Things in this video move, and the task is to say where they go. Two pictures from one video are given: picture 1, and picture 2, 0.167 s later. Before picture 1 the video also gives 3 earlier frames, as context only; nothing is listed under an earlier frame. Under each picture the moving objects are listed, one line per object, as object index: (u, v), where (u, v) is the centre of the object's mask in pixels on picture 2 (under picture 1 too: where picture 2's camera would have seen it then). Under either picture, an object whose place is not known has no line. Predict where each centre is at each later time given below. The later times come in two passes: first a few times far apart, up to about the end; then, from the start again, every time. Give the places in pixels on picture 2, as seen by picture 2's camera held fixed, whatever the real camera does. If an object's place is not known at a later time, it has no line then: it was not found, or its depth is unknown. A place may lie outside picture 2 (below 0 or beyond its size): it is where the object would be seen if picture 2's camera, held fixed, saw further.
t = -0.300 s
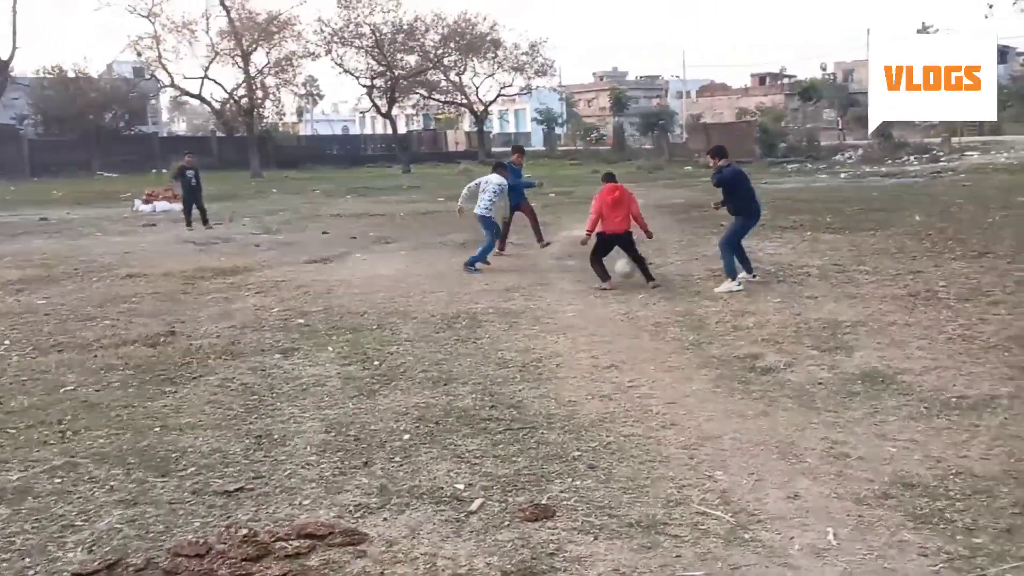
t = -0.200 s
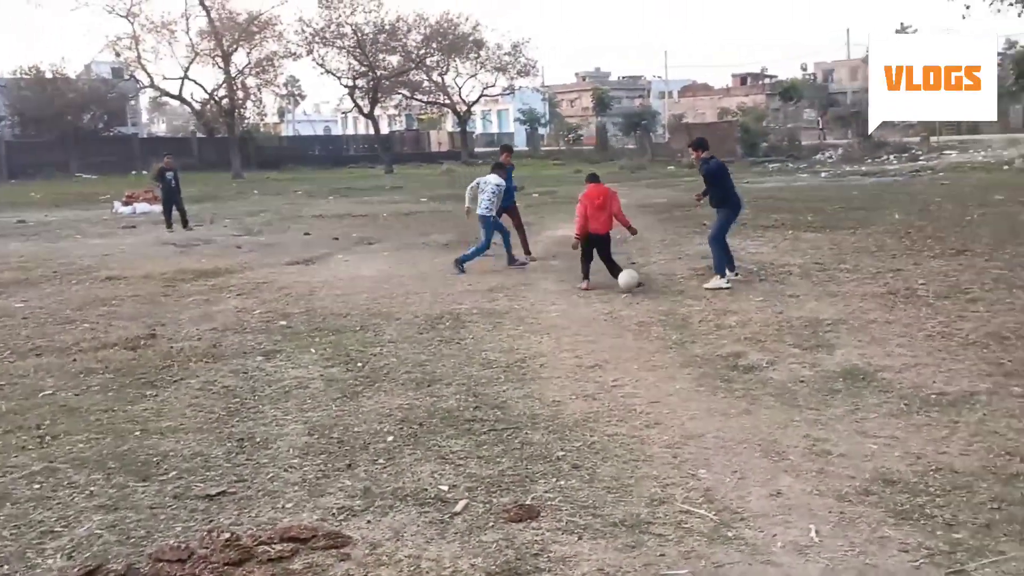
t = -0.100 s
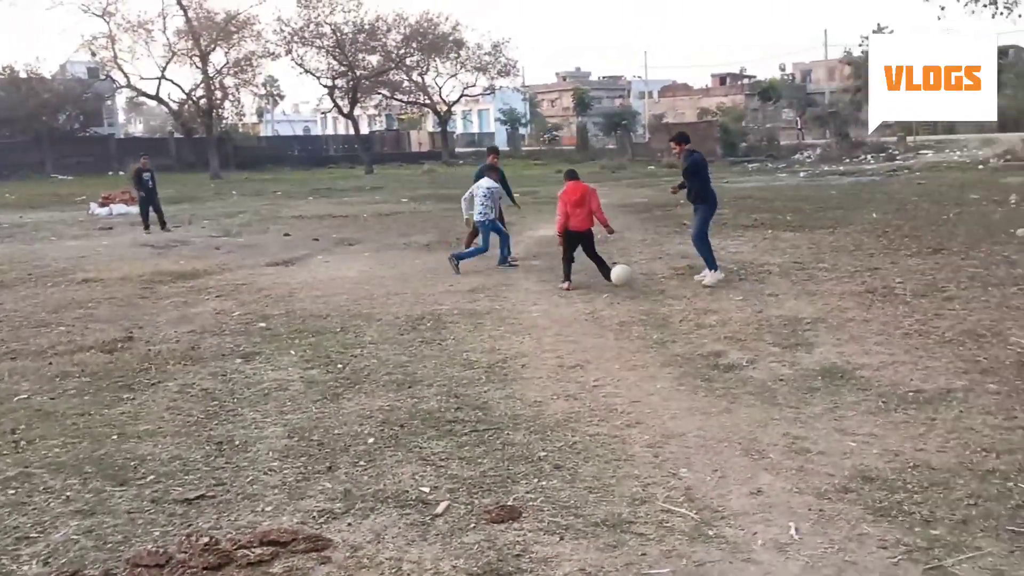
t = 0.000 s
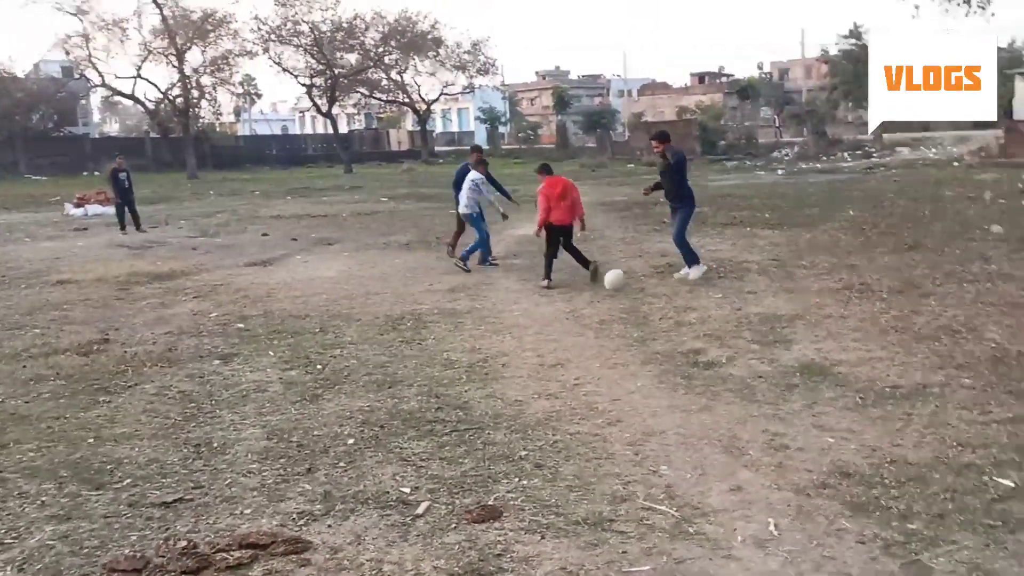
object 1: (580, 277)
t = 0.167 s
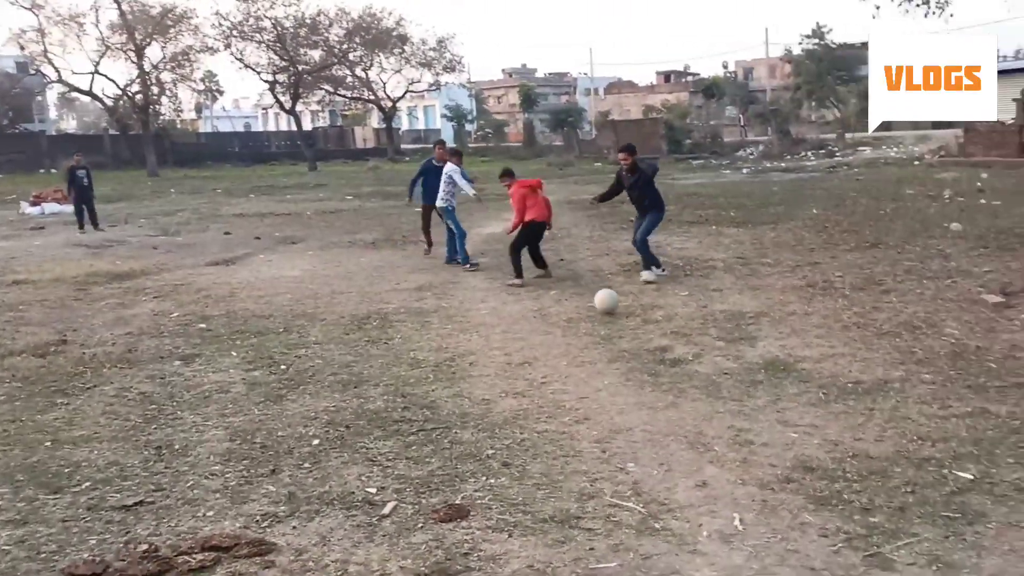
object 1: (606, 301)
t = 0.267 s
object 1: (619, 300)
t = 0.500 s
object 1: (656, 323)
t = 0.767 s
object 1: (703, 351)
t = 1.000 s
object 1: (744, 373)
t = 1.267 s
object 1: (802, 404)
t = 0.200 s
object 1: (610, 299)
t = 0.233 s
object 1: (615, 299)
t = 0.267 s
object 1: (619, 300)
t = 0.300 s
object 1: (624, 301)
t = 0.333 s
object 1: (629, 305)
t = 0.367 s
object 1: (635, 311)
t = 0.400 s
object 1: (640, 317)
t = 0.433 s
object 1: (645, 322)
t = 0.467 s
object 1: (650, 322)
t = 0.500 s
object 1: (656, 323)
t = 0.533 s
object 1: (661, 326)
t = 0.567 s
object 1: (667, 331)
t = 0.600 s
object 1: (674, 337)
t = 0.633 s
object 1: (681, 343)
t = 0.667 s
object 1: (686, 346)
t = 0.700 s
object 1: (692, 350)
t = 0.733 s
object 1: (698, 352)
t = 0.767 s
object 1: (703, 351)
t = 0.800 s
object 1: (708, 350)
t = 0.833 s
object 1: (714, 350)
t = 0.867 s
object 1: (719, 352)
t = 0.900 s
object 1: (724, 357)
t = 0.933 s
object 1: (730, 362)
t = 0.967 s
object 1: (738, 371)
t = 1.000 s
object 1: (744, 373)
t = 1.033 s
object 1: (750, 373)
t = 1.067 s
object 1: (757, 375)
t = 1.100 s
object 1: (764, 379)
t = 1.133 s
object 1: (771, 386)
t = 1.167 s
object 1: (778, 392)
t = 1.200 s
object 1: (786, 395)
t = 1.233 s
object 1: (794, 401)
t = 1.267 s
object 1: (802, 404)
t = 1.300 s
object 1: (810, 407)
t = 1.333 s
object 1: (820, 412)
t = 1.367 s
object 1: (828, 417)
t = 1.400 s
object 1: (836, 419)
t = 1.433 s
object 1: (845, 423)
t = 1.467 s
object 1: (855, 430)
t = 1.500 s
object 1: (865, 439)
